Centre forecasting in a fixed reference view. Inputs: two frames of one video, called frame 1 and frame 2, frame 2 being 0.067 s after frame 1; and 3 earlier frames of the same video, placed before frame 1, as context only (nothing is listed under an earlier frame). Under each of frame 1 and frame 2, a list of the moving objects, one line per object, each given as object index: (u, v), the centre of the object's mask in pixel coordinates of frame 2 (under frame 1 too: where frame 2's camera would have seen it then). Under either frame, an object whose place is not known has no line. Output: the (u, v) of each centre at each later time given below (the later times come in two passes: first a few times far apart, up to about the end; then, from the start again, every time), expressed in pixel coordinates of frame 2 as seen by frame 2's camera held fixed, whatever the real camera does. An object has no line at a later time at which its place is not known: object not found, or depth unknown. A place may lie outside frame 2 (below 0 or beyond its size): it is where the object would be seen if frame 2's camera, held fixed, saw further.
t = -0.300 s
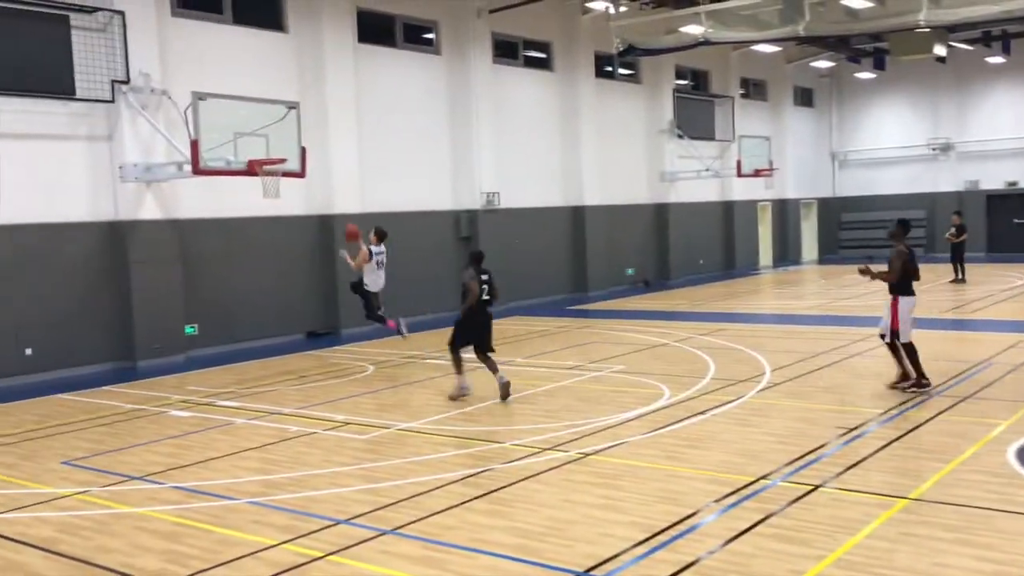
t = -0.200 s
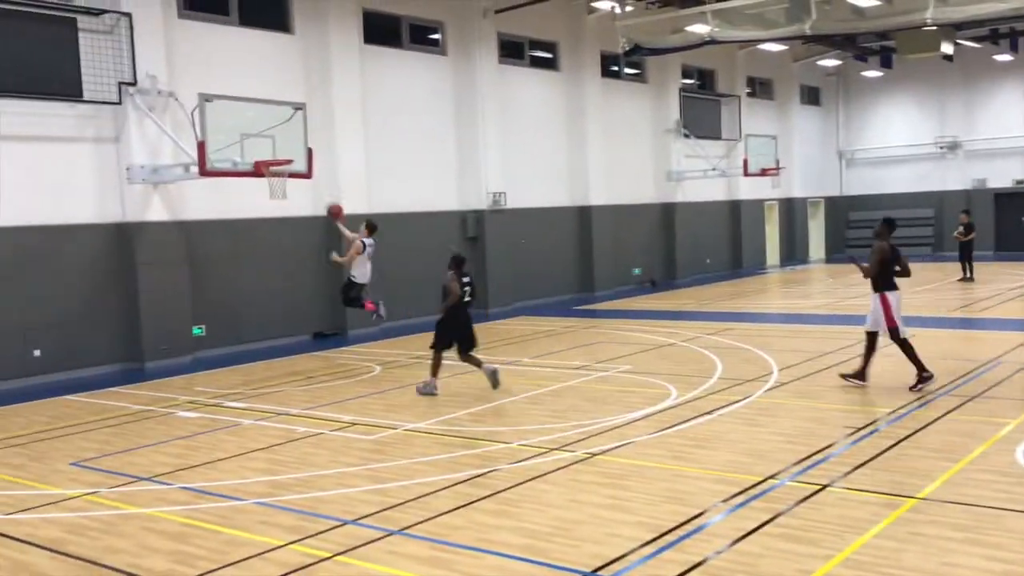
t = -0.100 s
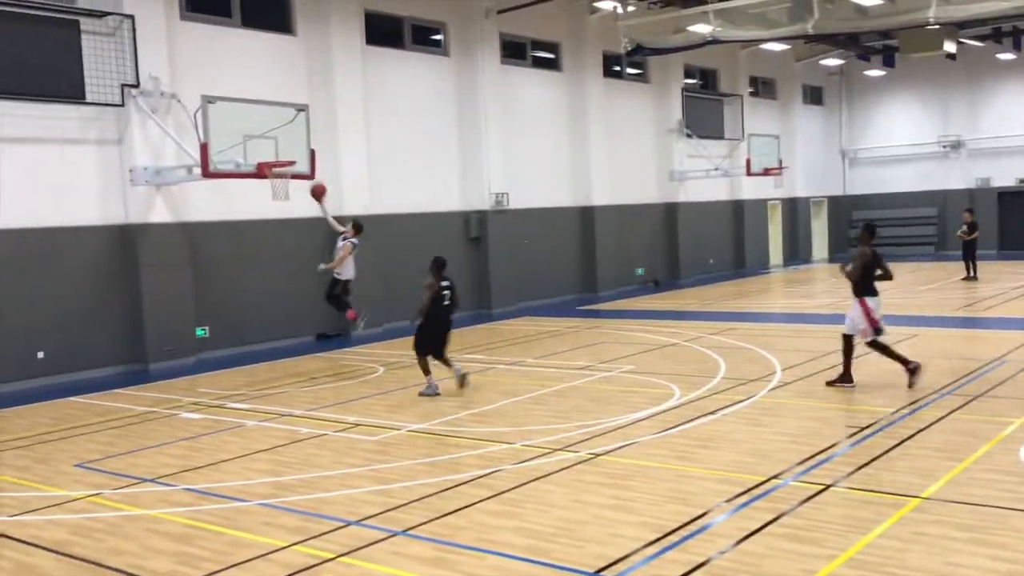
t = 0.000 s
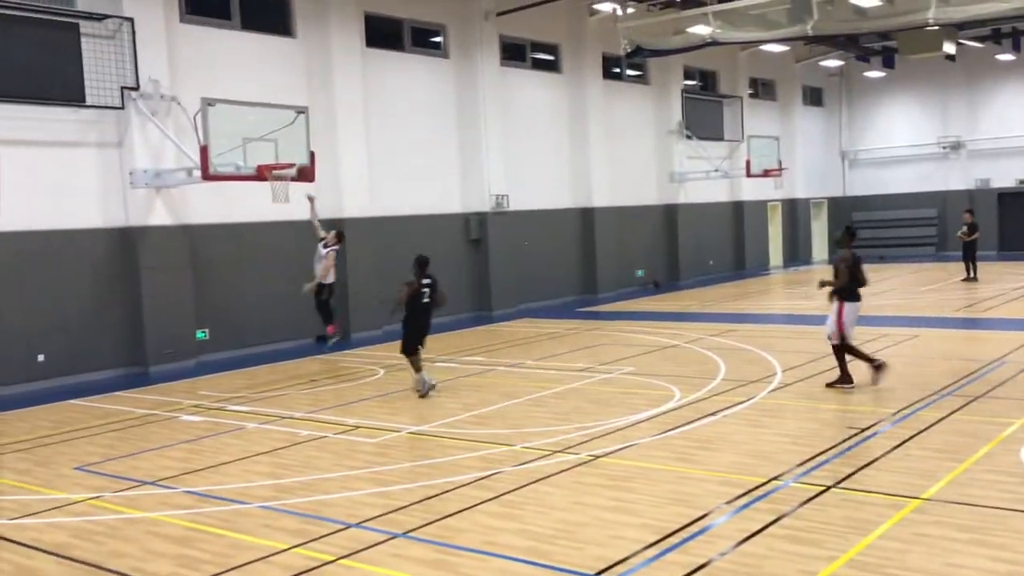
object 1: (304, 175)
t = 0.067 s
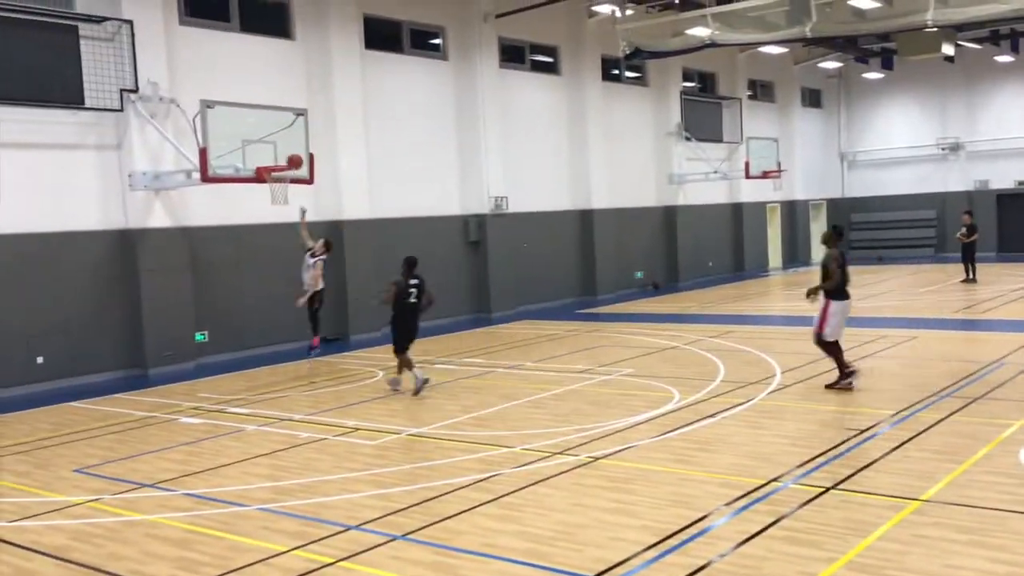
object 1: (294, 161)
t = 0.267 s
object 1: (280, 144)
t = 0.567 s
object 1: (278, 164)
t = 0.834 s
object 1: (274, 191)
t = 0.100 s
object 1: (290, 157)
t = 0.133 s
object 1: (285, 153)
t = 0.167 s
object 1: (281, 150)
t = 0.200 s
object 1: (281, 147)
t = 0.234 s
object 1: (280, 145)
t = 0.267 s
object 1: (280, 144)
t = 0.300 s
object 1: (280, 144)
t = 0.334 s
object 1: (280, 143)
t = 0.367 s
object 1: (280, 144)
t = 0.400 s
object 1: (279, 146)
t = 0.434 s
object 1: (279, 148)
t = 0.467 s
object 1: (279, 151)
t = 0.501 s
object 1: (279, 155)
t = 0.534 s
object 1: (279, 160)
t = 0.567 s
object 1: (278, 164)
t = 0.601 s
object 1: (277, 166)
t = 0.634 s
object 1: (277, 169)
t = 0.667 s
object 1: (280, 176)
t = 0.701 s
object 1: (277, 180)
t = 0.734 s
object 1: (274, 183)
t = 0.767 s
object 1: (274, 185)
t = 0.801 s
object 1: (274, 187)
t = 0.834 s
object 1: (274, 191)
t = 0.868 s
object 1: (275, 194)
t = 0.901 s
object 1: (275, 198)
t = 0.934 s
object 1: (275, 202)
